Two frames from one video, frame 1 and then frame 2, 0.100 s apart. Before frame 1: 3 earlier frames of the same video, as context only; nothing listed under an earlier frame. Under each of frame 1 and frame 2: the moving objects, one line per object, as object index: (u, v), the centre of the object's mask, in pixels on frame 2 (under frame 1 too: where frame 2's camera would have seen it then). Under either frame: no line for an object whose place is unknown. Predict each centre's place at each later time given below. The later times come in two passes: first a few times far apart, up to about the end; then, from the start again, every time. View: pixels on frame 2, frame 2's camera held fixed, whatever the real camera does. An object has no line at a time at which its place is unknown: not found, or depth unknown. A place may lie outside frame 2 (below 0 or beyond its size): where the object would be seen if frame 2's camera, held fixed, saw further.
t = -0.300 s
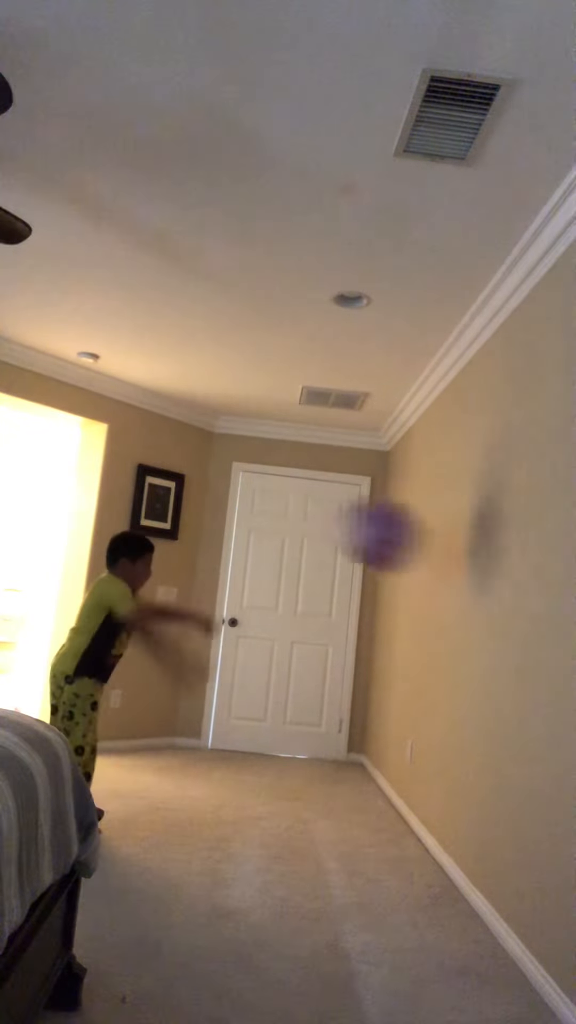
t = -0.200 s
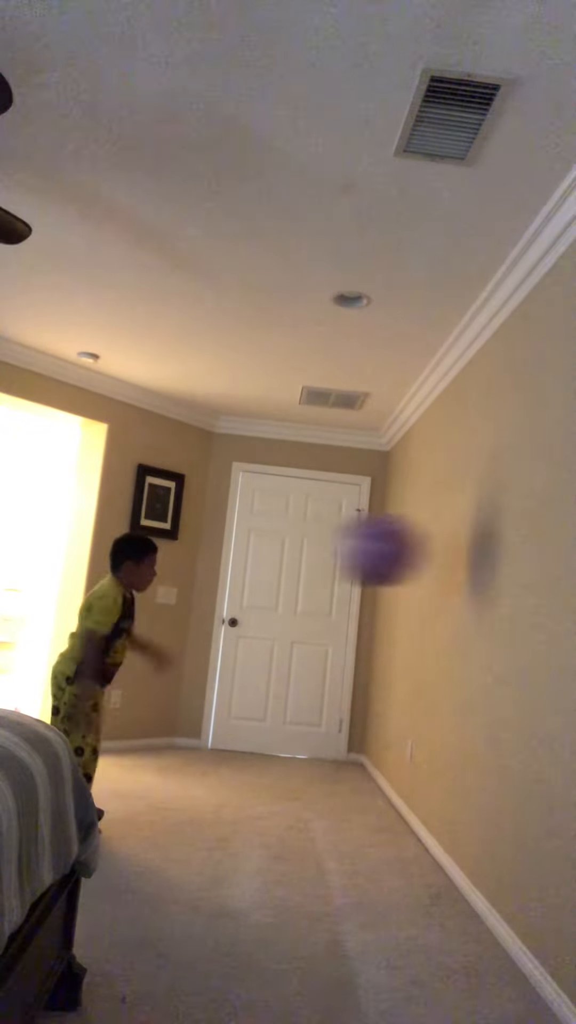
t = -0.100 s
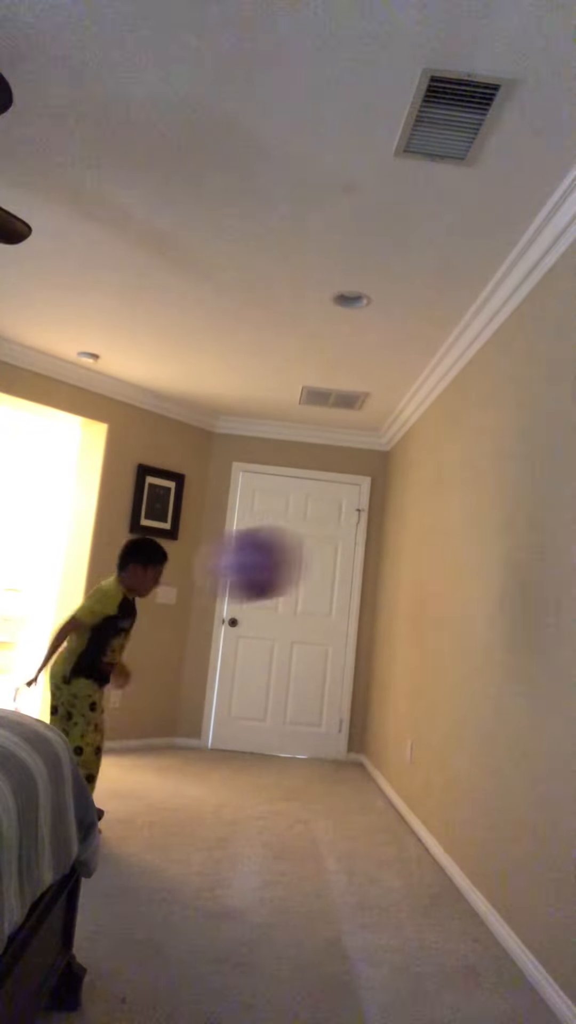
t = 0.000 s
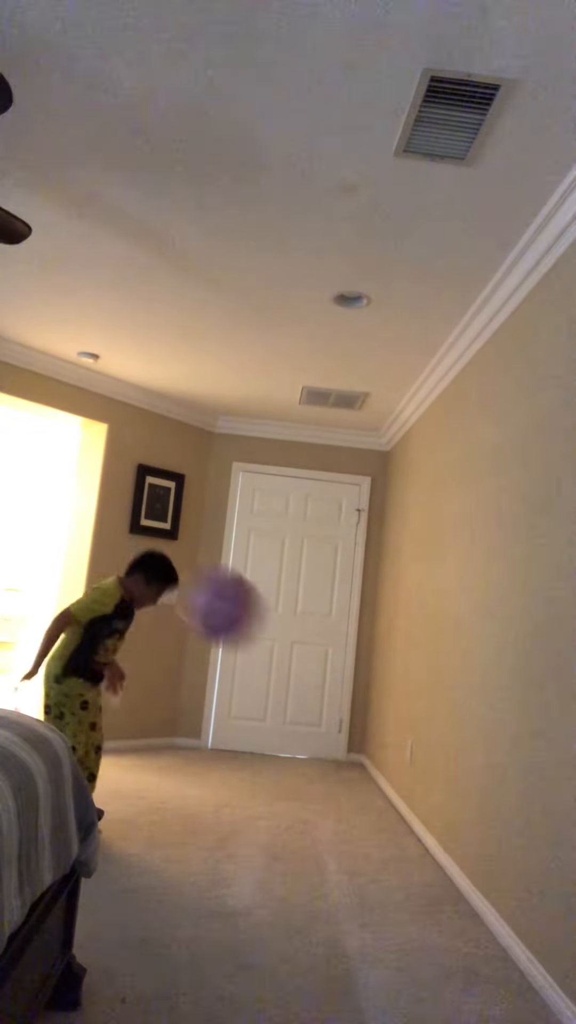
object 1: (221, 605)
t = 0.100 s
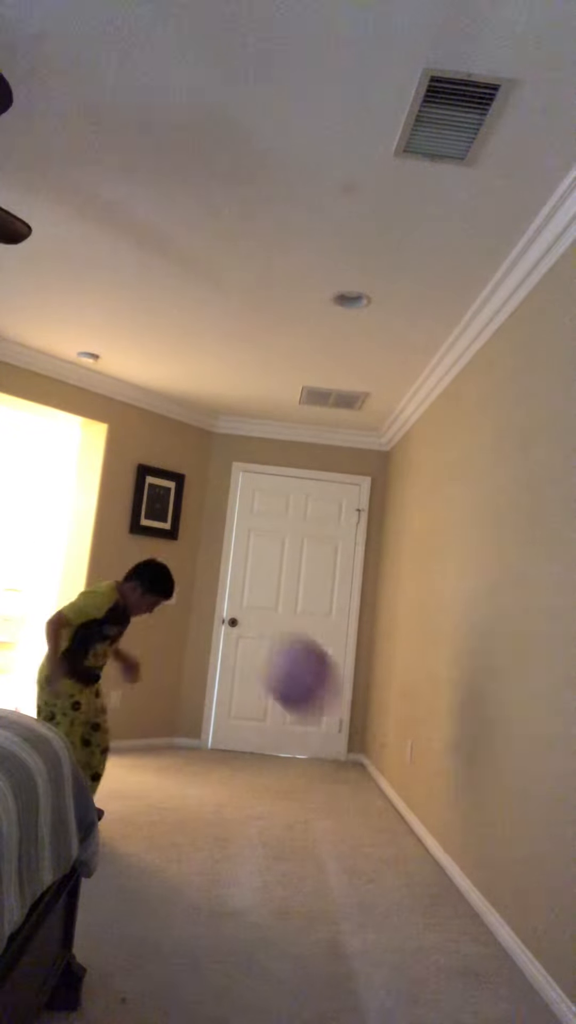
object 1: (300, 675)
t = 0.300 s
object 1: (359, 790)
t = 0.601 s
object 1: (199, 716)
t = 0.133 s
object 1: (321, 697)
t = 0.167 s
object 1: (350, 729)
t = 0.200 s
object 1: (371, 752)
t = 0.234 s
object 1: (390, 777)
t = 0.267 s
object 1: (378, 797)
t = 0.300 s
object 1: (359, 790)
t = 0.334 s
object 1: (340, 771)
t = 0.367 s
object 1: (324, 757)
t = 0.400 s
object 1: (308, 745)
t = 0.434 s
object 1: (291, 735)
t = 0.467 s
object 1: (275, 727)
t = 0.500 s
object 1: (257, 721)
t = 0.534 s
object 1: (238, 717)
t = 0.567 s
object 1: (218, 715)
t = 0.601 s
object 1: (199, 716)
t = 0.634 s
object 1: (183, 719)
